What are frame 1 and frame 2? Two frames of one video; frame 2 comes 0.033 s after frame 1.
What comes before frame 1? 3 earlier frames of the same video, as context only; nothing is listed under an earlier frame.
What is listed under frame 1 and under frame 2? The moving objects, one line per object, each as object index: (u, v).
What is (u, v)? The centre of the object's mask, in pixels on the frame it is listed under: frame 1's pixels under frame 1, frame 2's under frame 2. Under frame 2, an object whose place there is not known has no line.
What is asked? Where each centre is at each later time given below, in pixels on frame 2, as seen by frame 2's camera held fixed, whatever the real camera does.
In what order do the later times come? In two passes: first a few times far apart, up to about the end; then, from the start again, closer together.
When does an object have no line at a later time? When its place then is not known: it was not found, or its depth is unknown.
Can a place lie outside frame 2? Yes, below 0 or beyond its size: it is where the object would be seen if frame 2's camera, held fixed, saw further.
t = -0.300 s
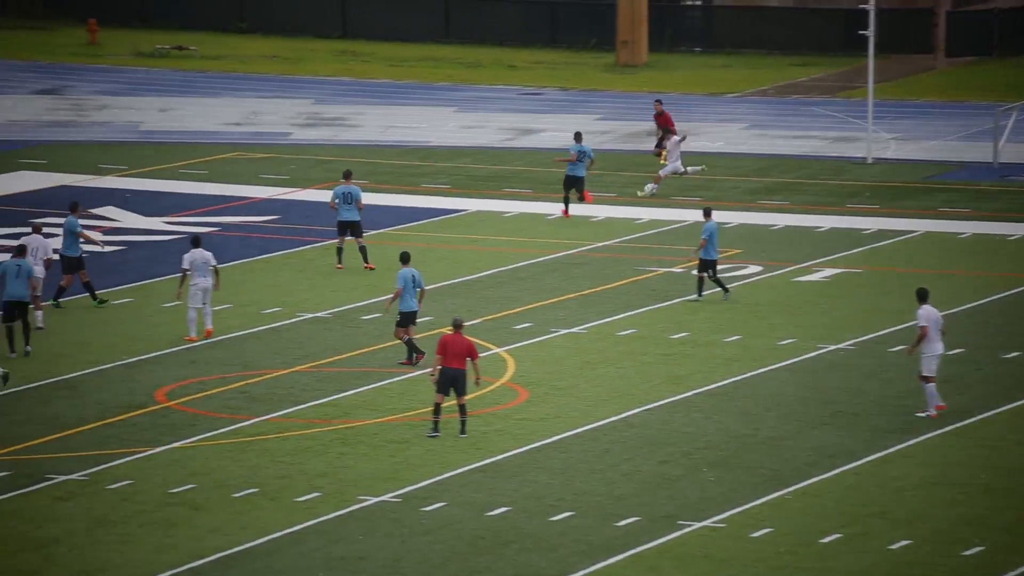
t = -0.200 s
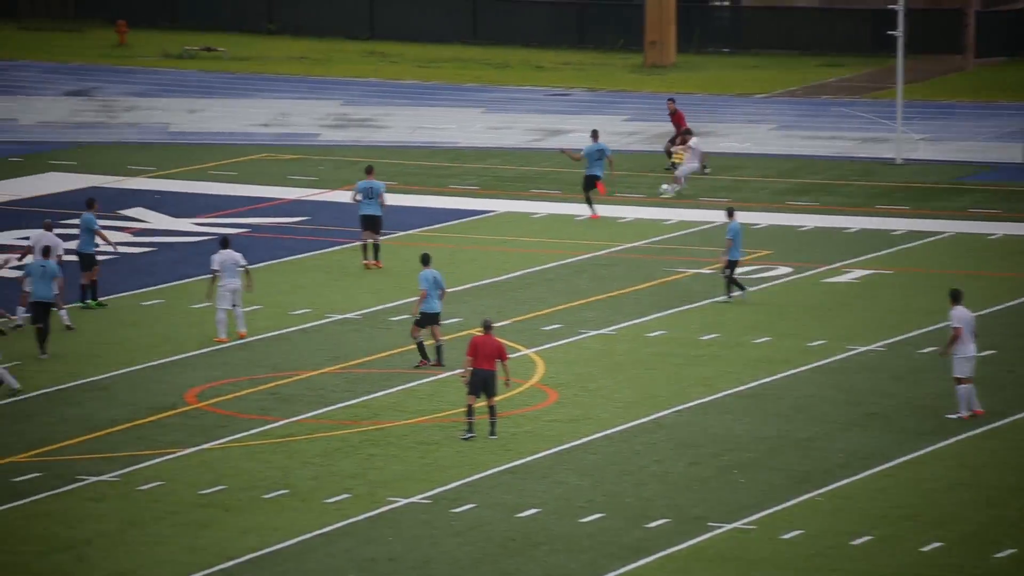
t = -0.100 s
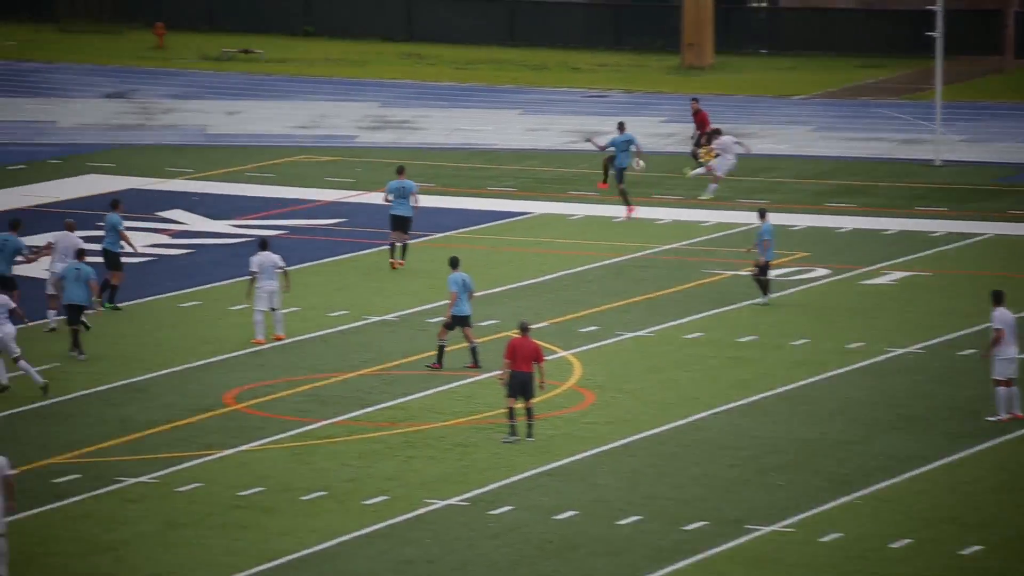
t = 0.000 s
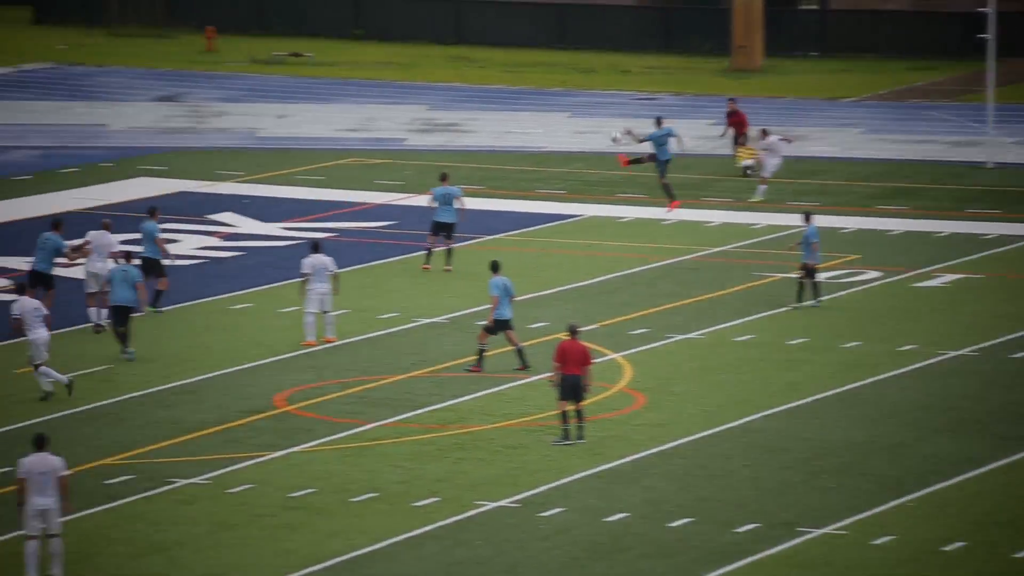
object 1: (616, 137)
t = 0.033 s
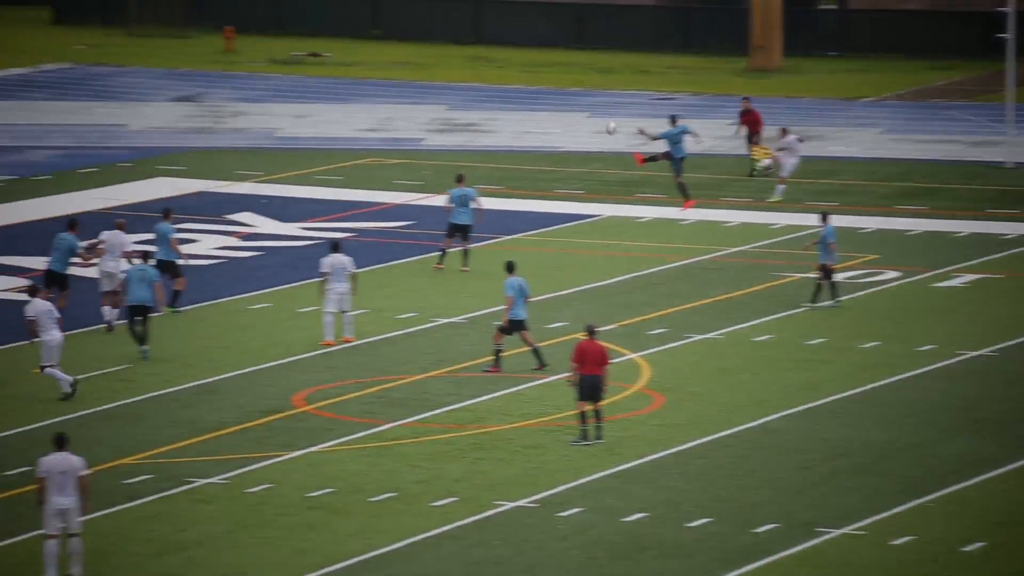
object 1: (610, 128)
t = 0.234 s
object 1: (483, 82)
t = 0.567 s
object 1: (280, 40)
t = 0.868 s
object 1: (106, 40)
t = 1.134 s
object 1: (-44, 77)
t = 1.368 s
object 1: (-173, 147)
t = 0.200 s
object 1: (504, 89)
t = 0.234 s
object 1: (483, 82)
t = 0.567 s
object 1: (280, 40)
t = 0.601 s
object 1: (260, 38)
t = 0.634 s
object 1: (241, 37)
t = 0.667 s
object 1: (221, 36)
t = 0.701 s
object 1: (202, 35)
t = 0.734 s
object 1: (182, 35)
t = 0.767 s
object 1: (163, 36)
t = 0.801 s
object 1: (144, 37)
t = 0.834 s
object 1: (125, 38)
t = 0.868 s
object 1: (106, 40)
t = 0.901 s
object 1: (87, 44)
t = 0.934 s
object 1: (68, 46)
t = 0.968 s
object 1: (49, 51)
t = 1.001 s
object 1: (31, 54)
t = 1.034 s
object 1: (12, 60)
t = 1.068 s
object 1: (-7, 65)
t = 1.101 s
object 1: (-25, 70)
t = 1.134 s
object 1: (-44, 77)
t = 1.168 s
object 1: (-63, 86)
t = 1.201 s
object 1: (-81, 95)
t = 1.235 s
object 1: (-99, 104)
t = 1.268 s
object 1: (-118, 113)
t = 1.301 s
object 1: (-136, 124)
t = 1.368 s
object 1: (-173, 147)
